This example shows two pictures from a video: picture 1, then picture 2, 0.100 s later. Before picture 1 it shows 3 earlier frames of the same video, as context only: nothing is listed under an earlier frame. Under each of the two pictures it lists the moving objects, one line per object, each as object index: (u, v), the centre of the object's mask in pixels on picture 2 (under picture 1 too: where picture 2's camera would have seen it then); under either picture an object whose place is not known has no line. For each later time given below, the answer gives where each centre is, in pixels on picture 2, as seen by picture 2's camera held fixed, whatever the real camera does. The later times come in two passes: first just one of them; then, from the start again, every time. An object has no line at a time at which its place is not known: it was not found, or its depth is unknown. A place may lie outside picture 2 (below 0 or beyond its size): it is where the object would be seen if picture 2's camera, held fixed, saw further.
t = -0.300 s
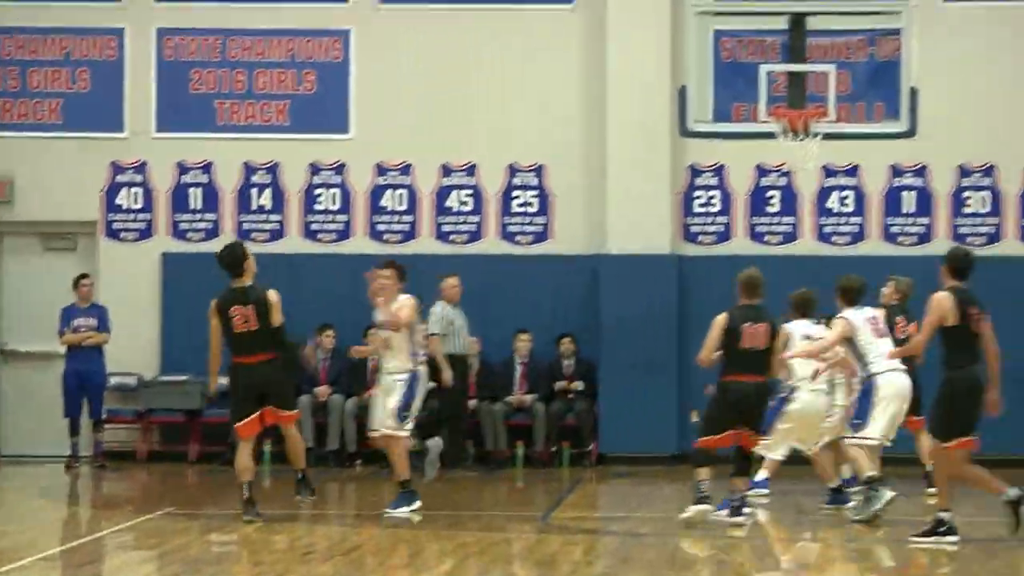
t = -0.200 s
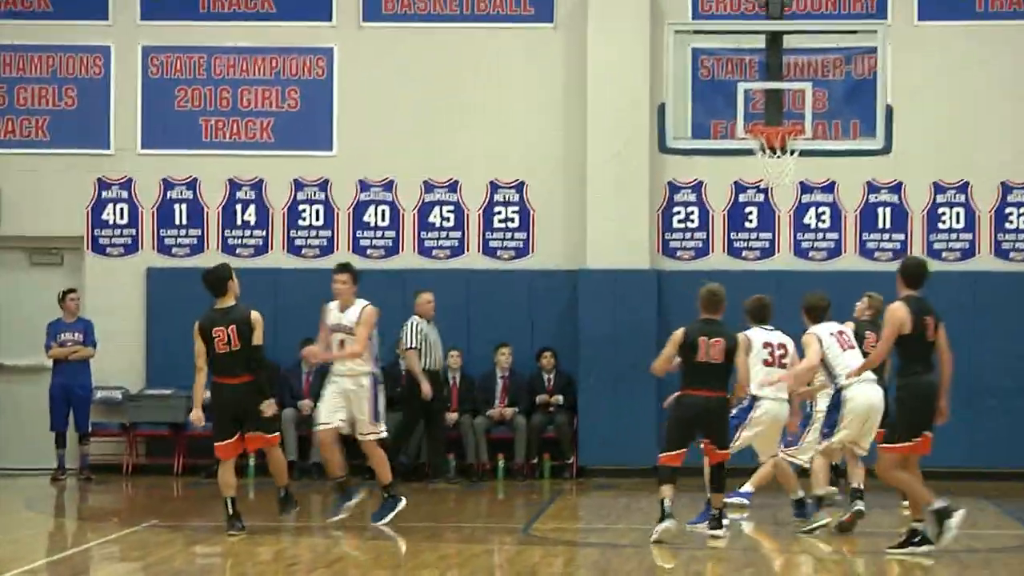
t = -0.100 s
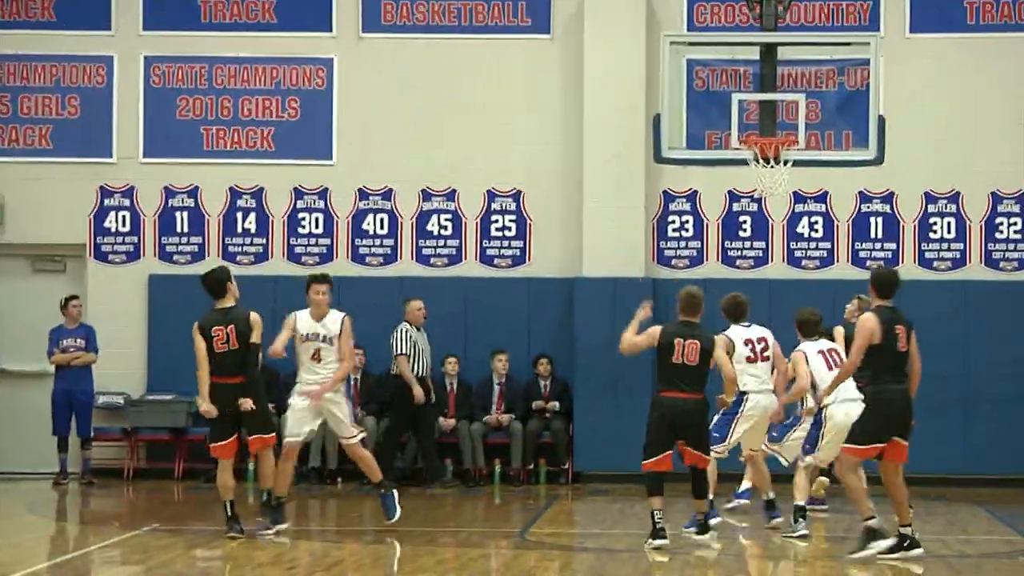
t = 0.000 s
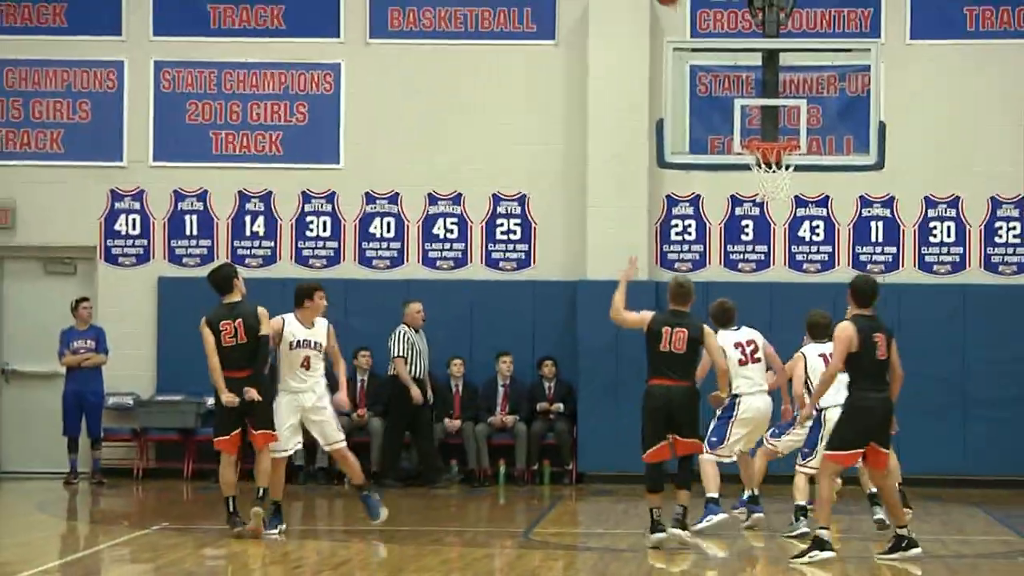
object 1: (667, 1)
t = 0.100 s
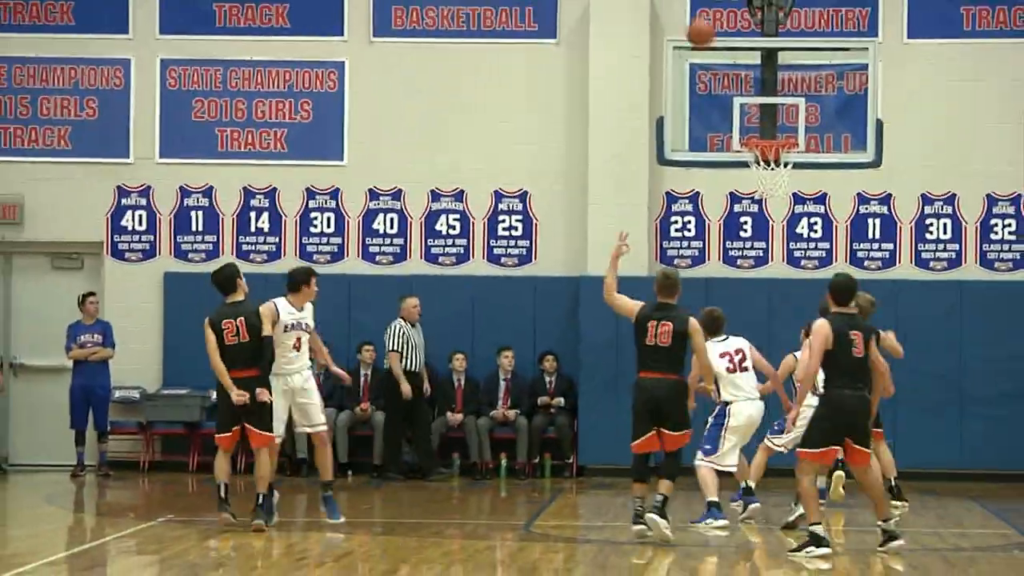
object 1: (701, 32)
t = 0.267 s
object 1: (753, 125)
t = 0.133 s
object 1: (711, 49)
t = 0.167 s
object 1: (721, 65)
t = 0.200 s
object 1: (732, 84)
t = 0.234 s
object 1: (742, 104)
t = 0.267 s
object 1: (753, 125)
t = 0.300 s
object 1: (764, 147)
